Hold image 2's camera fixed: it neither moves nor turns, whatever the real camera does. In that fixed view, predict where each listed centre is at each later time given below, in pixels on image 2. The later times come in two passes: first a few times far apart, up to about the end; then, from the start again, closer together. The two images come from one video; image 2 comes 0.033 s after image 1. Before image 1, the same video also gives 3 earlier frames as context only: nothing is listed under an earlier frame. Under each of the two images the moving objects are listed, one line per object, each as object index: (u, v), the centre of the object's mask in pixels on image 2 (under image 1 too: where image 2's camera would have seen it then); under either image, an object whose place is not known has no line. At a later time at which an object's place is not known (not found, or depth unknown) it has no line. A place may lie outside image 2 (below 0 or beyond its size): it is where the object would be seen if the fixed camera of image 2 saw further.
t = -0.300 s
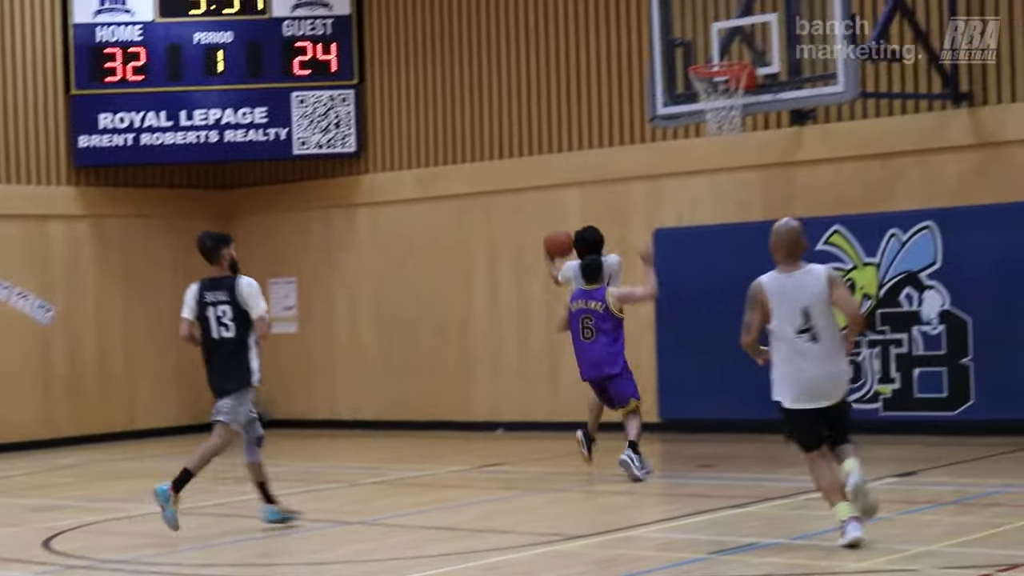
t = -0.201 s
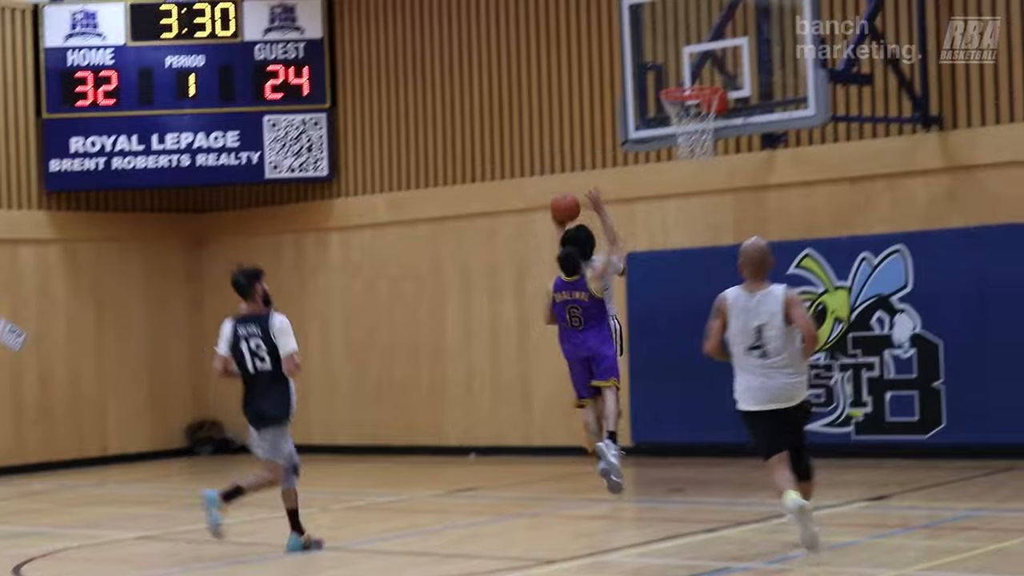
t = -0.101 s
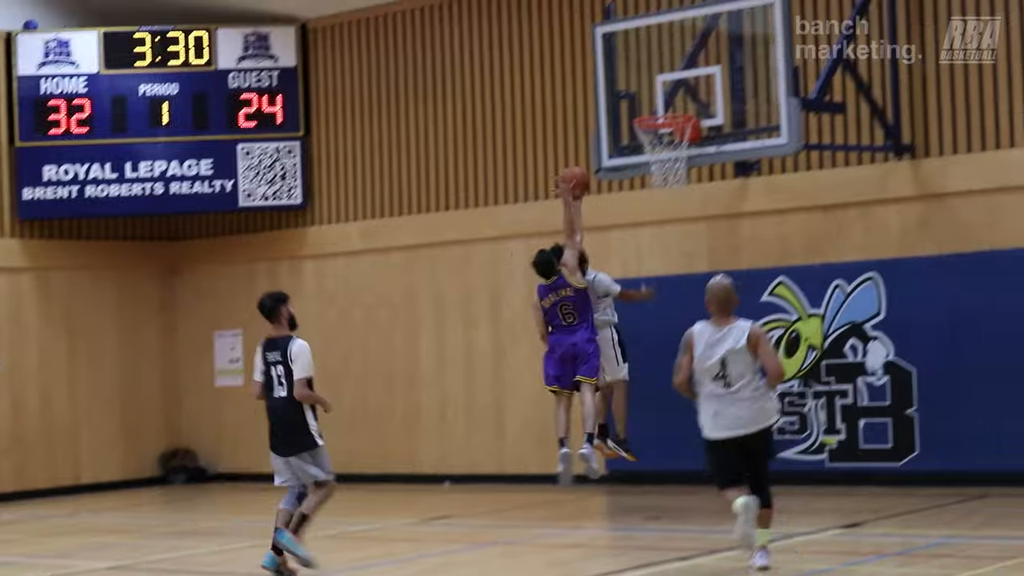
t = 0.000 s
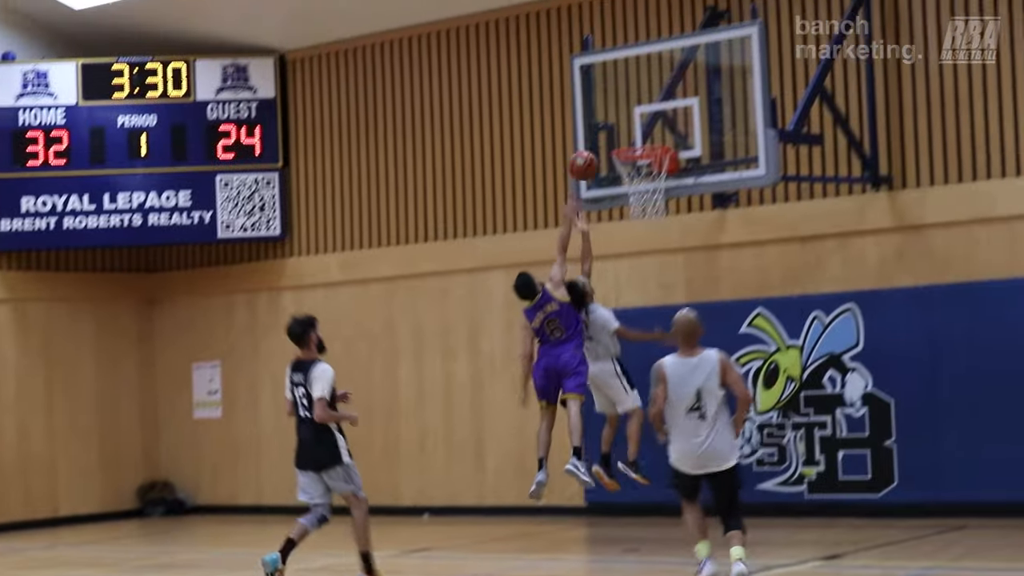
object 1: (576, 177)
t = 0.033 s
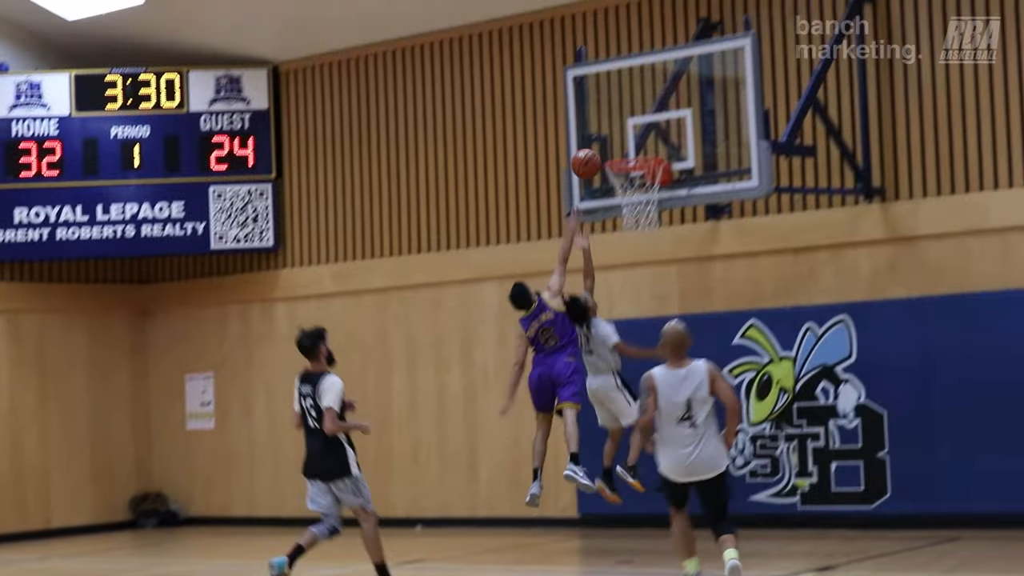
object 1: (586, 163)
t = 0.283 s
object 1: (636, 109)
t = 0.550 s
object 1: (653, 136)
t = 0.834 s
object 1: (691, 207)
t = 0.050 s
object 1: (590, 157)
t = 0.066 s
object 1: (595, 152)
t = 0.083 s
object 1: (600, 148)
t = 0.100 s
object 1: (604, 143)
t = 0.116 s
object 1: (610, 137)
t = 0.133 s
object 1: (615, 133)
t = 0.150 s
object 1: (620, 129)
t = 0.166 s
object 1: (625, 126)
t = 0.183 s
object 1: (629, 122)
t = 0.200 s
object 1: (631, 120)
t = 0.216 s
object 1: (631, 117)
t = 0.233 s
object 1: (632, 115)
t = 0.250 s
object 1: (633, 113)
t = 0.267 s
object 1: (634, 111)
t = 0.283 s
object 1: (636, 109)
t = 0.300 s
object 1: (637, 109)
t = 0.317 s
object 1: (637, 108)
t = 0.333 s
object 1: (638, 108)
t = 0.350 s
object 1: (640, 108)
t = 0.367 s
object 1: (640, 108)
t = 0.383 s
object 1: (641, 109)
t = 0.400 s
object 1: (642, 110)
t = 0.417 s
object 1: (643, 110)
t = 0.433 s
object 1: (645, 113)
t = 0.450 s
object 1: (646, 115)
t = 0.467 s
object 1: (647, 118)
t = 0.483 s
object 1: (648, 121)
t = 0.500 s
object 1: (649, 124)
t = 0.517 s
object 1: (651, 128)
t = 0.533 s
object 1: (652, 132)
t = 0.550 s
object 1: (653, 136)
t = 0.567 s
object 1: (654, 139)
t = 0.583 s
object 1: (655, 145)
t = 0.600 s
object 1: (657, 147)
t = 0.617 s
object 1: (659, 149)
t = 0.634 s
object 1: (661, 151)
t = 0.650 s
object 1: (664, 154)
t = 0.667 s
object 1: (667, 157)
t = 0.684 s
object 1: (669, 159)
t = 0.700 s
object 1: (671, 163)
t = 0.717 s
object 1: (673, 168)
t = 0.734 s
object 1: (675, 173)
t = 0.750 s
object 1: (678, 176)
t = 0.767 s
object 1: (680, 183)
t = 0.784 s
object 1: (683, 187)
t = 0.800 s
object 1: (686, 193)
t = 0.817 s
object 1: (689, 199)
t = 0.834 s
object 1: (691, 207)
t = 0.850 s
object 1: (694, 213)
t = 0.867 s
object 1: (696, 221)
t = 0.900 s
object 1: (702, 237)
